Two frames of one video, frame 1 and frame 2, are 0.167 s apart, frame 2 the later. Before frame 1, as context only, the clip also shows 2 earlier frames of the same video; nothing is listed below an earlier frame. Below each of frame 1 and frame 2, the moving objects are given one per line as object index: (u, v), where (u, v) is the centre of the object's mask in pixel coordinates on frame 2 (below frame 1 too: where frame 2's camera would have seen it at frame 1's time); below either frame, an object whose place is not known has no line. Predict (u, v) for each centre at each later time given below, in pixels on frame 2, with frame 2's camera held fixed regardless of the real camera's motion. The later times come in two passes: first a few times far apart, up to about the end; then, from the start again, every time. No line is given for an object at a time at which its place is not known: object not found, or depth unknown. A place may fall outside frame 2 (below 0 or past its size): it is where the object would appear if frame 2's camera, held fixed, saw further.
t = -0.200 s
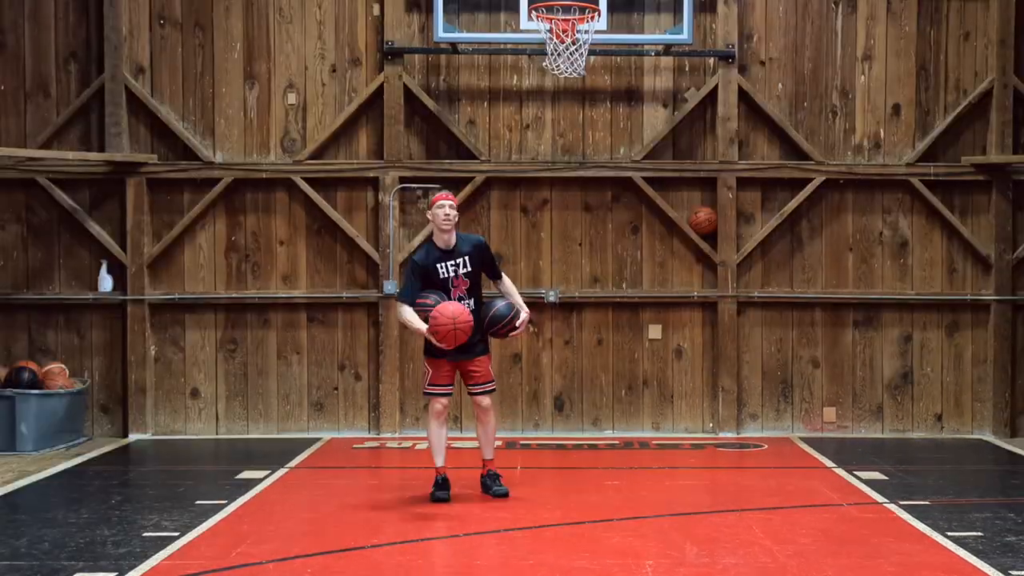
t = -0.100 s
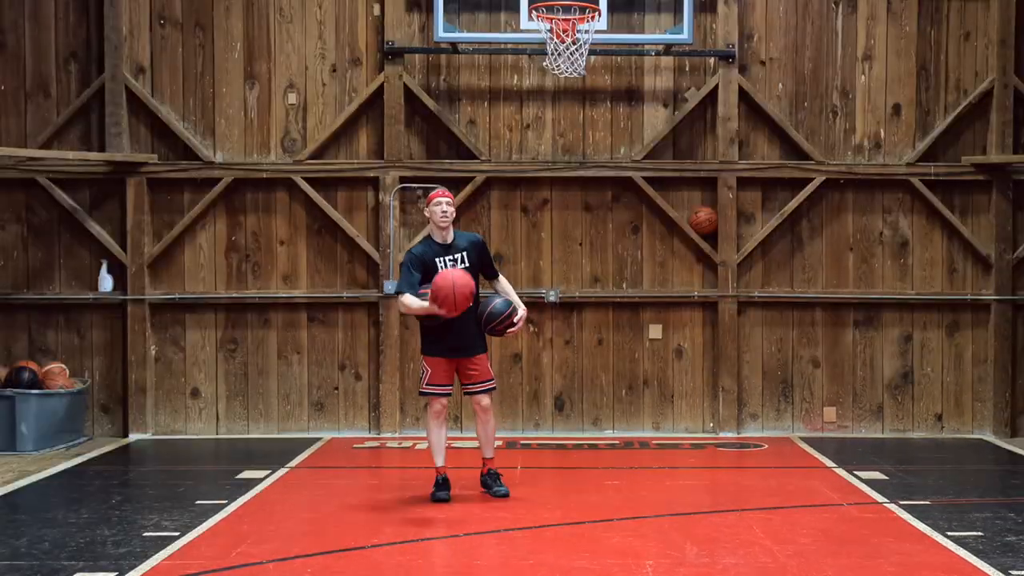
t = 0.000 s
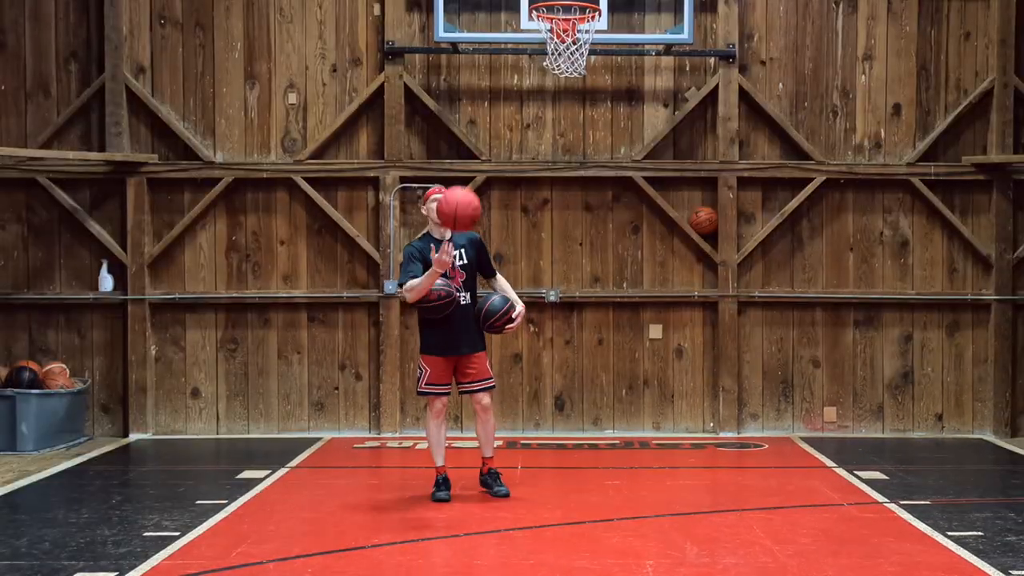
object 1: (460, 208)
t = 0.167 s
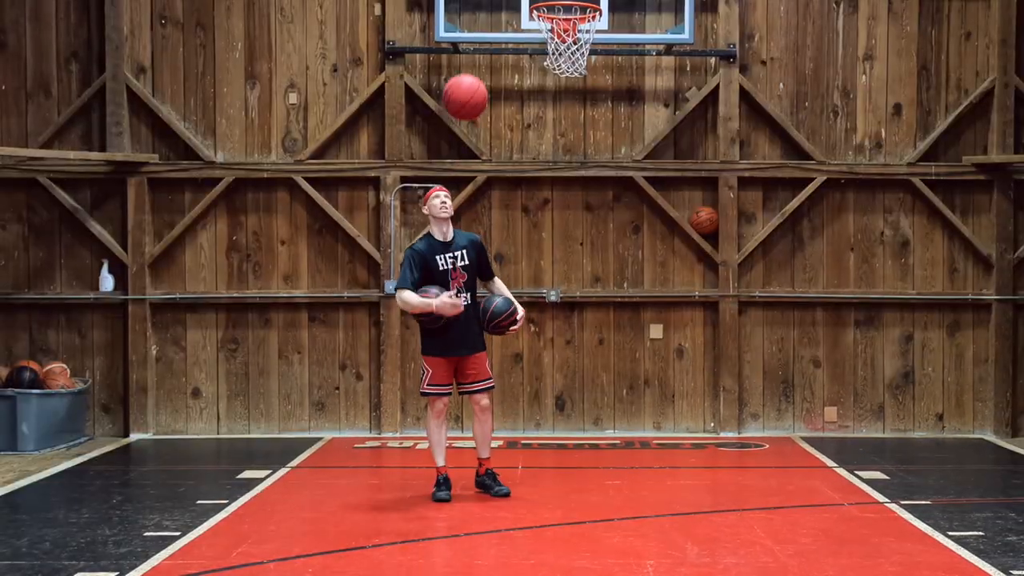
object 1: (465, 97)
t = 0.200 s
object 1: (466, 81)
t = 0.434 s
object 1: (474, 24)
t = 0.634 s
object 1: (481, 55)
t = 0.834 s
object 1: (486, 159)
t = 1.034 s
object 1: (490, 339)
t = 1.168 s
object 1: (493, 494)
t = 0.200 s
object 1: (466, 81)
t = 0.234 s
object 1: (467, 66)
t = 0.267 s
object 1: (469, 54)
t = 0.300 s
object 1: (470, 44)
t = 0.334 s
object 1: (471, 36)
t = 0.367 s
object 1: (472, 30)
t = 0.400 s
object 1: (473, 26)
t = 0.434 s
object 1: (474, 24)
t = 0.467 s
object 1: (475, 24)
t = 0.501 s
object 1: (476, 26)
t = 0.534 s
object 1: (477, 30)
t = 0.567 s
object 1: (478, 36)
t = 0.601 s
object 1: (479, 44)
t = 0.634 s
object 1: (481, 55)
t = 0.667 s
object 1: (481, 67)
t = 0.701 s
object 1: (482, 82)
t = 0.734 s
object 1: (483, 98)
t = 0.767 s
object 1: (485, 116)
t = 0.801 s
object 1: (485, 137)
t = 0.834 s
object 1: (486, 159)
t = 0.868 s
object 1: (487, 184)
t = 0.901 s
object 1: (487, 210)
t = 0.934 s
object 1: (488, 240)
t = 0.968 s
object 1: (489, 271)
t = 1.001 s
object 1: (489, 304)
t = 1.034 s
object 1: (490, 339)
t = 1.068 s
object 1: (491, 375)
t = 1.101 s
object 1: (492, 413)
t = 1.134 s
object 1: (493, 457)
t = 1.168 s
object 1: (493, 494)
